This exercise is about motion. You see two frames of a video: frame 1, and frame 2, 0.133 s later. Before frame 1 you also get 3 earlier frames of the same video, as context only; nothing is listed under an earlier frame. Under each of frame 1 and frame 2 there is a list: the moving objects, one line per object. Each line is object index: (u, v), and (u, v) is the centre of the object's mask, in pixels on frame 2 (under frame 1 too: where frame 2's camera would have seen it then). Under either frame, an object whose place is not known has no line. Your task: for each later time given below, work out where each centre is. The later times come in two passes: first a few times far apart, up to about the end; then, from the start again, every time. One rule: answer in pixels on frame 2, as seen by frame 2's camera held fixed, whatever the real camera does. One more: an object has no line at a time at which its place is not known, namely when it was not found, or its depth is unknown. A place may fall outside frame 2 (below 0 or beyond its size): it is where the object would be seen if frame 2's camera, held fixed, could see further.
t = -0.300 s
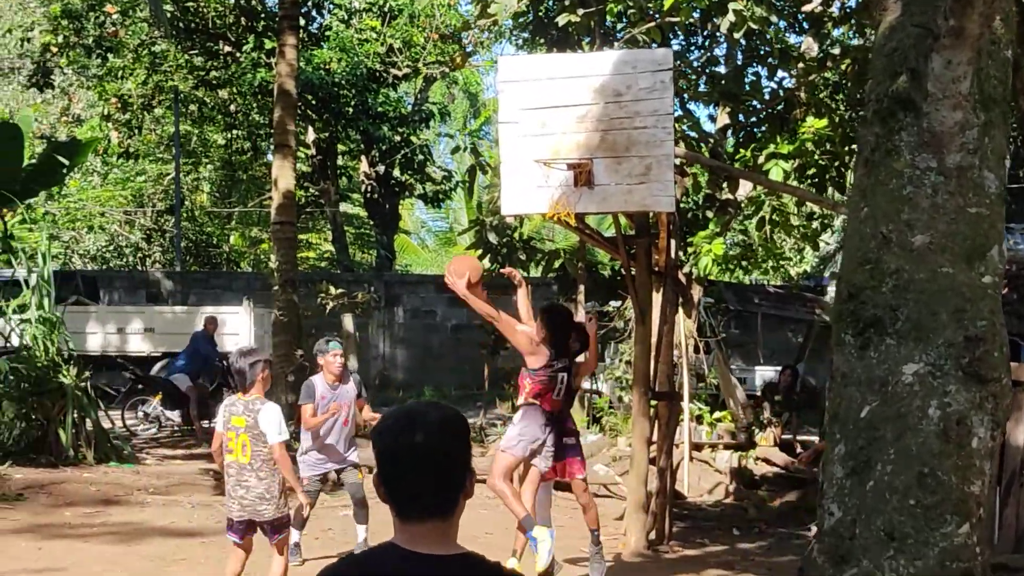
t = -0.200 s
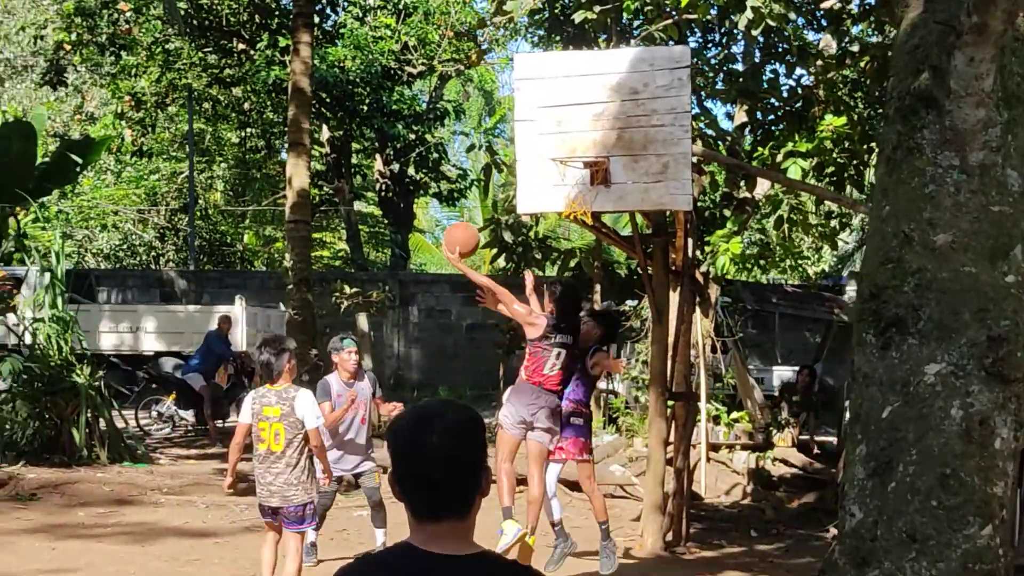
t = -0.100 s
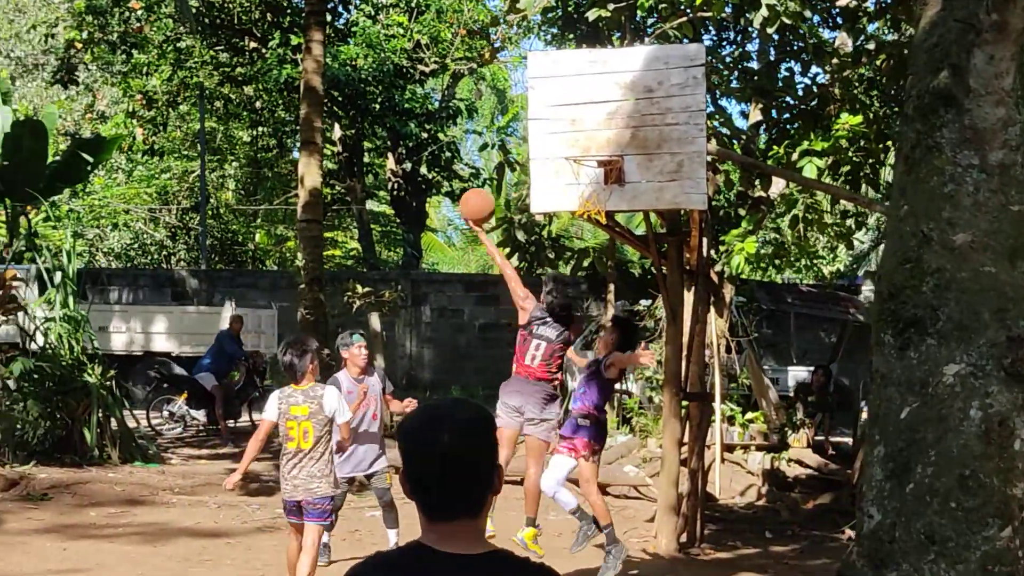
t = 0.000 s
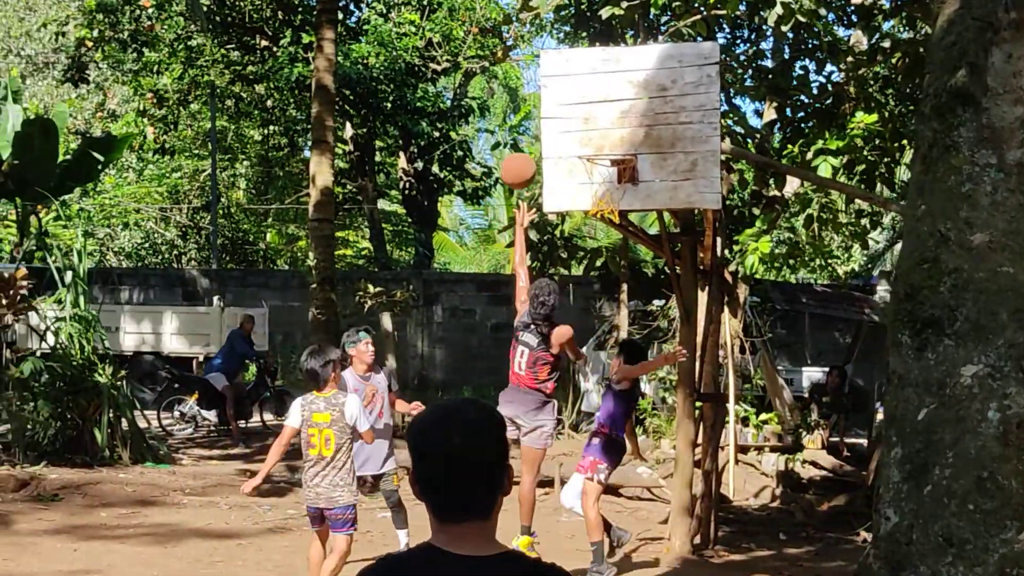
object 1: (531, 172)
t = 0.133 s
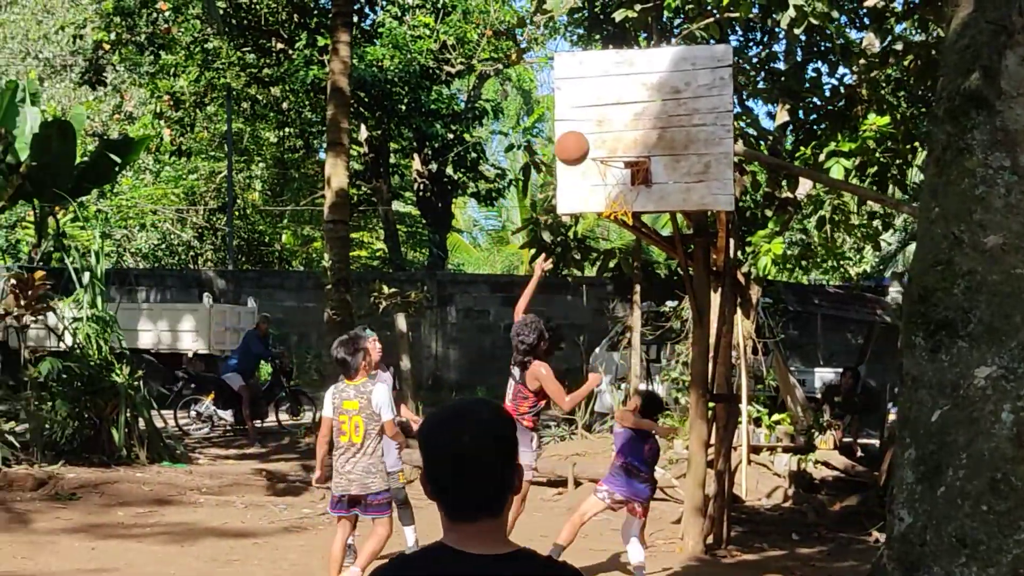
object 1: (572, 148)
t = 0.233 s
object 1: (592, 143)
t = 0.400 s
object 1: (578, 137)
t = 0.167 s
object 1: (582, 146)
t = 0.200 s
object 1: (591, 146)
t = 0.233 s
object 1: (592, 143)
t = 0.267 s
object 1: (589, 138)
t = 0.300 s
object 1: (586, 136)
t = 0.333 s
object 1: (583, 135)
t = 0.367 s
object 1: (581, 135)
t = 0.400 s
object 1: (578, 137)
